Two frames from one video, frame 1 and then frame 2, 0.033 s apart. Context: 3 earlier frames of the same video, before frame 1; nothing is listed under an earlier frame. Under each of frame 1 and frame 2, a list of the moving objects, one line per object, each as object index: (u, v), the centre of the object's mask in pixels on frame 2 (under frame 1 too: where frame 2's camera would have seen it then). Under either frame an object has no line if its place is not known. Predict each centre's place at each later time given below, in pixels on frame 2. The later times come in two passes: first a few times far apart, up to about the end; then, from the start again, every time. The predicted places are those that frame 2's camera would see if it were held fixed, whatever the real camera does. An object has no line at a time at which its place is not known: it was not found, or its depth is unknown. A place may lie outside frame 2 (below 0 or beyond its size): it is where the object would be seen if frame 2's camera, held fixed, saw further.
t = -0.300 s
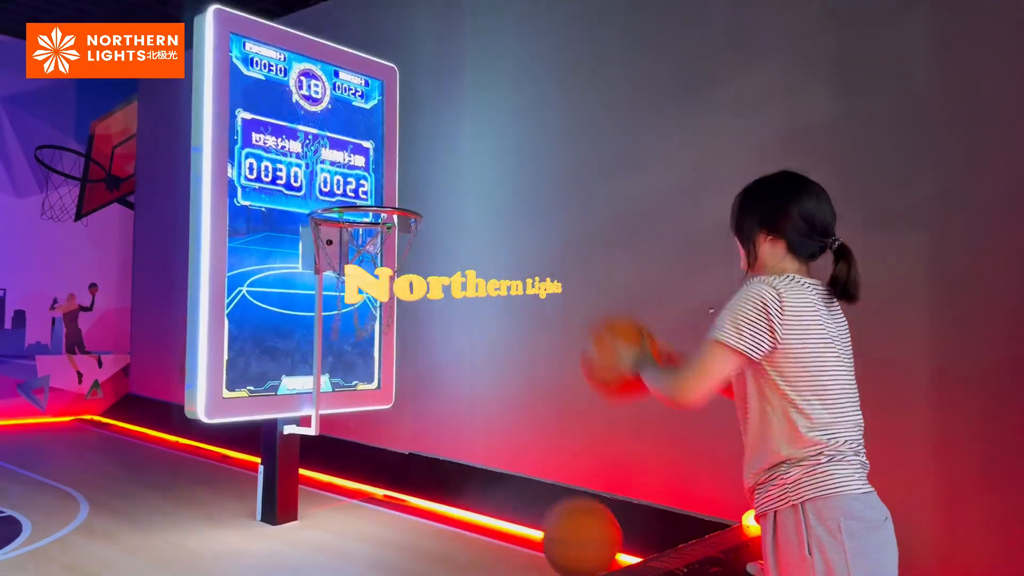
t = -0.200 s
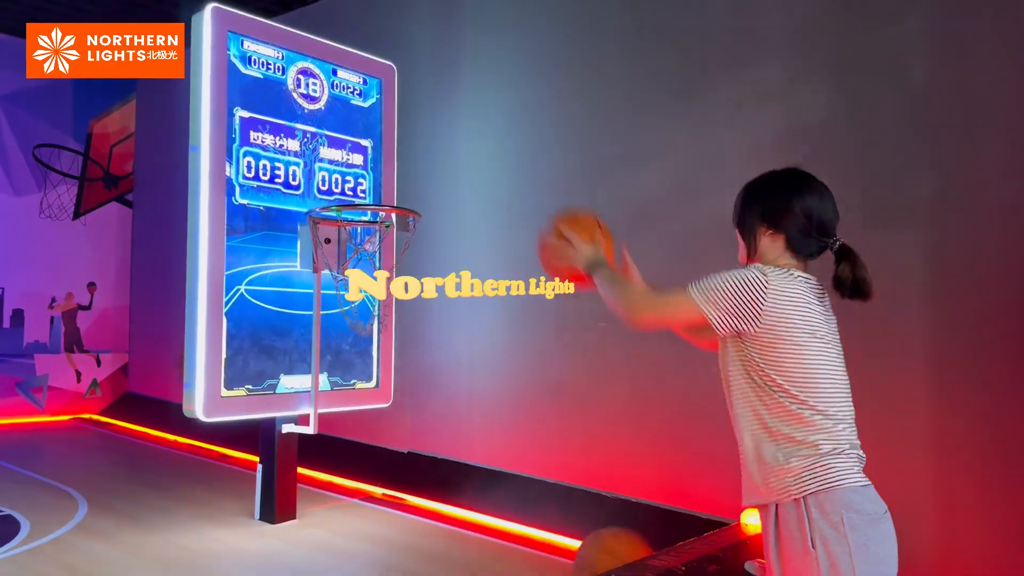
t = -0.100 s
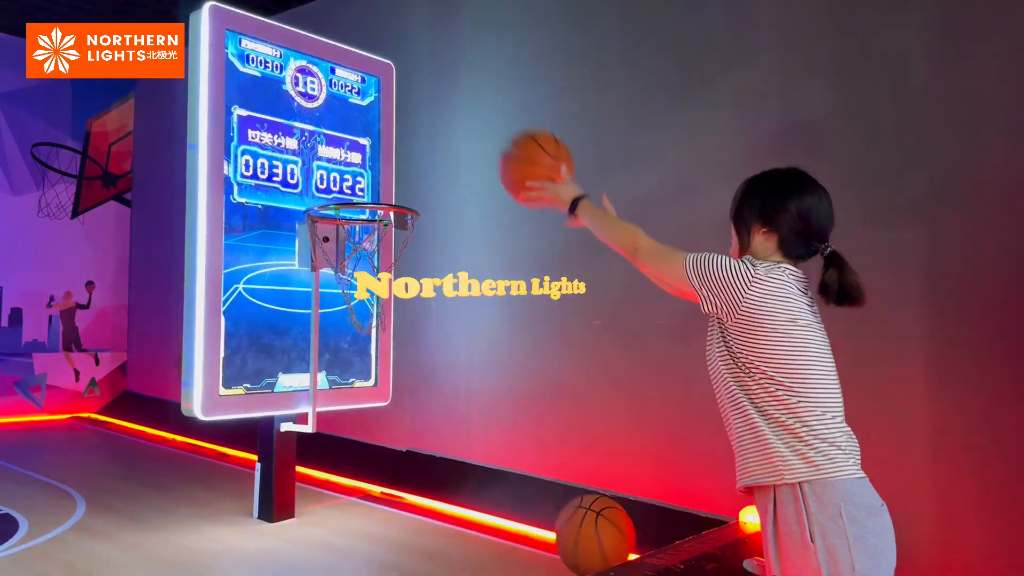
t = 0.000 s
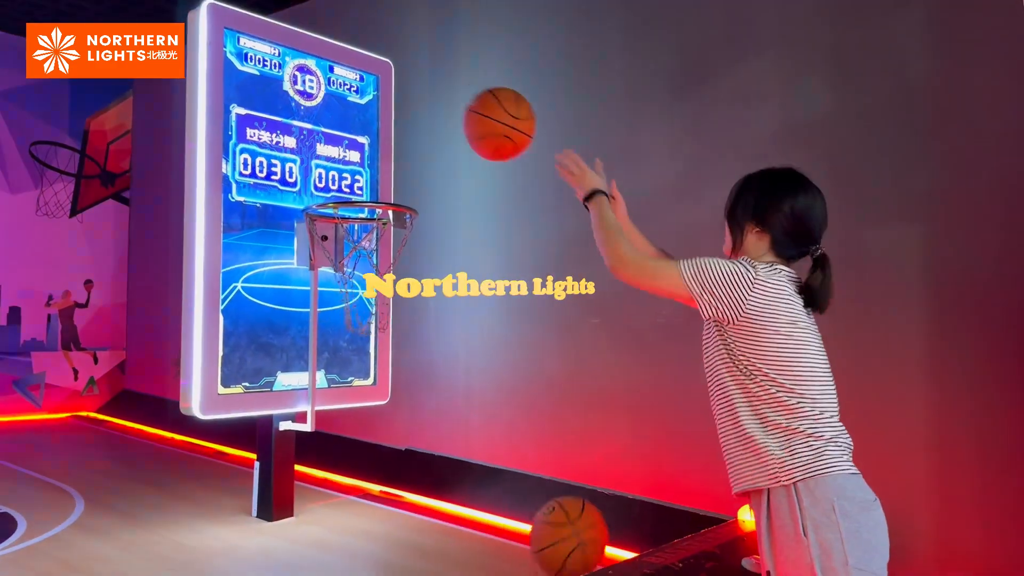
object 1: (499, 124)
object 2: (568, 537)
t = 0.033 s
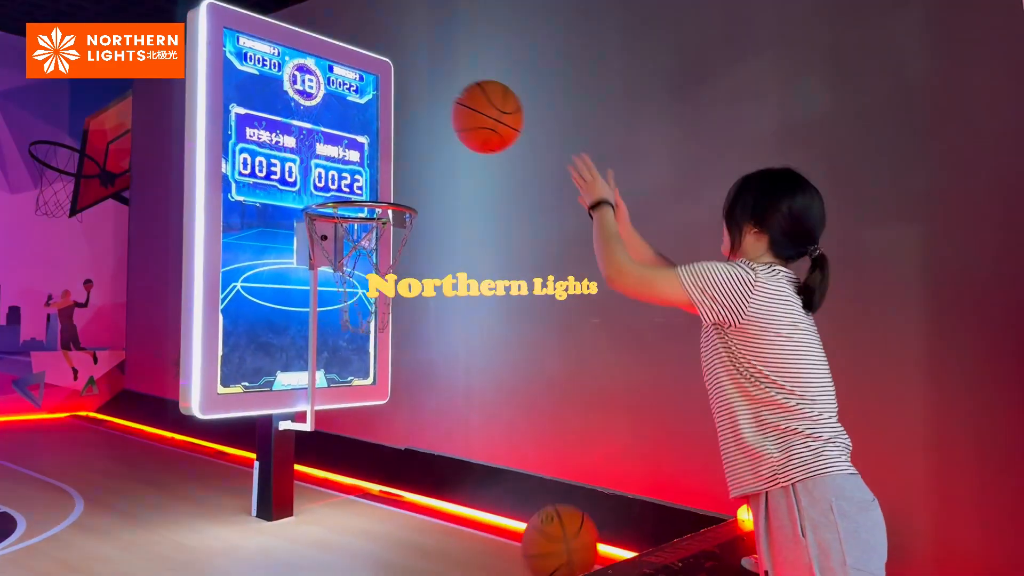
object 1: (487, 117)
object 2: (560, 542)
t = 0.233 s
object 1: (424, 150)
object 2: (553, 540)
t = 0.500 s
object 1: (419, 126)
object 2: (560, 553)
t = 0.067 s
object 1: (476, 114)
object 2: (551, 550)
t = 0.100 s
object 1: (465, 114)
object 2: (551, 548)
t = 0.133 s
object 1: (455, 118)
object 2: (551, 543)
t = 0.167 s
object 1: (444, 125)
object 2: (552, 539)
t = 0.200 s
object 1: (433, 136)
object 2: (552, 538)
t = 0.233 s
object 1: (424, 150)
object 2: (553, 540)
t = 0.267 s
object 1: (414, 167)
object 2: (553, 544)
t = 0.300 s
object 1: (408, 175)
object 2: (554, 550)
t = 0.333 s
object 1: (410, 159)
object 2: (554, 551)
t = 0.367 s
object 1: (412, 146)
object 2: (556, 547)
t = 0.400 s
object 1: (414, 136)
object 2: (557, 546)
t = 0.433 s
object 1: (415, 130)
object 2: (559, 546)
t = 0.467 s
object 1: (417, 126)
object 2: (560, 548)
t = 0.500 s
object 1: (419, 126)
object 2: (560, 553)
